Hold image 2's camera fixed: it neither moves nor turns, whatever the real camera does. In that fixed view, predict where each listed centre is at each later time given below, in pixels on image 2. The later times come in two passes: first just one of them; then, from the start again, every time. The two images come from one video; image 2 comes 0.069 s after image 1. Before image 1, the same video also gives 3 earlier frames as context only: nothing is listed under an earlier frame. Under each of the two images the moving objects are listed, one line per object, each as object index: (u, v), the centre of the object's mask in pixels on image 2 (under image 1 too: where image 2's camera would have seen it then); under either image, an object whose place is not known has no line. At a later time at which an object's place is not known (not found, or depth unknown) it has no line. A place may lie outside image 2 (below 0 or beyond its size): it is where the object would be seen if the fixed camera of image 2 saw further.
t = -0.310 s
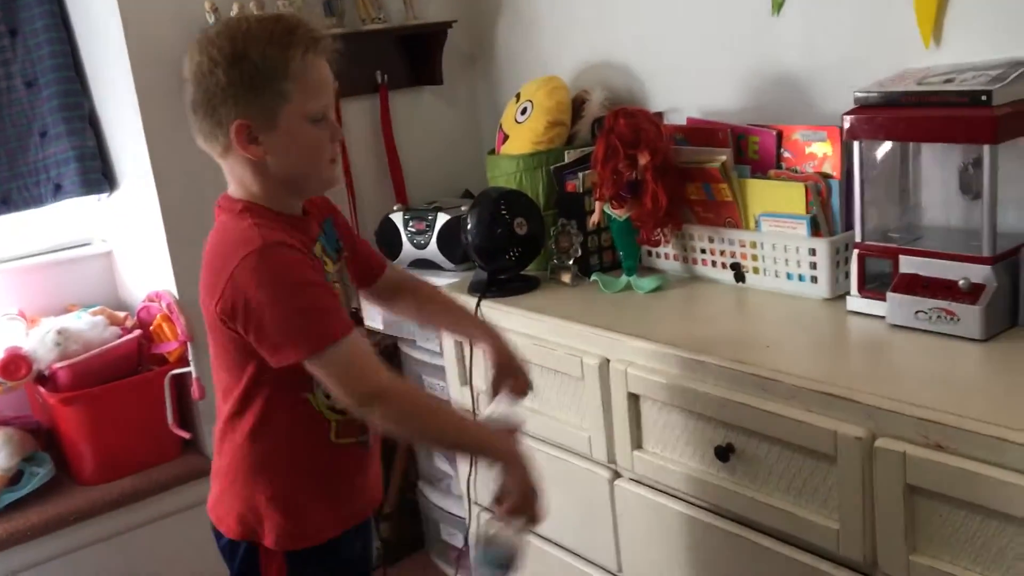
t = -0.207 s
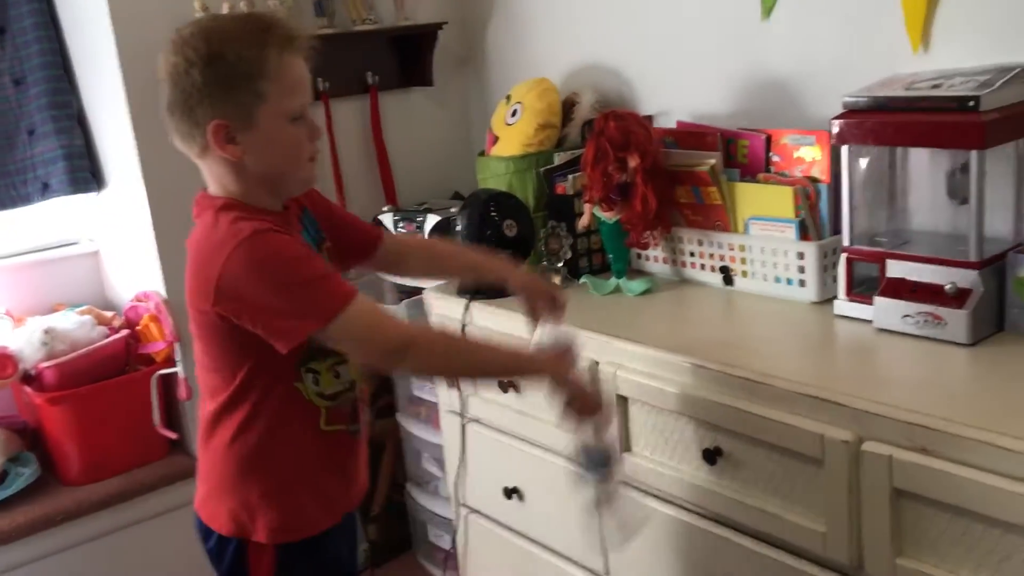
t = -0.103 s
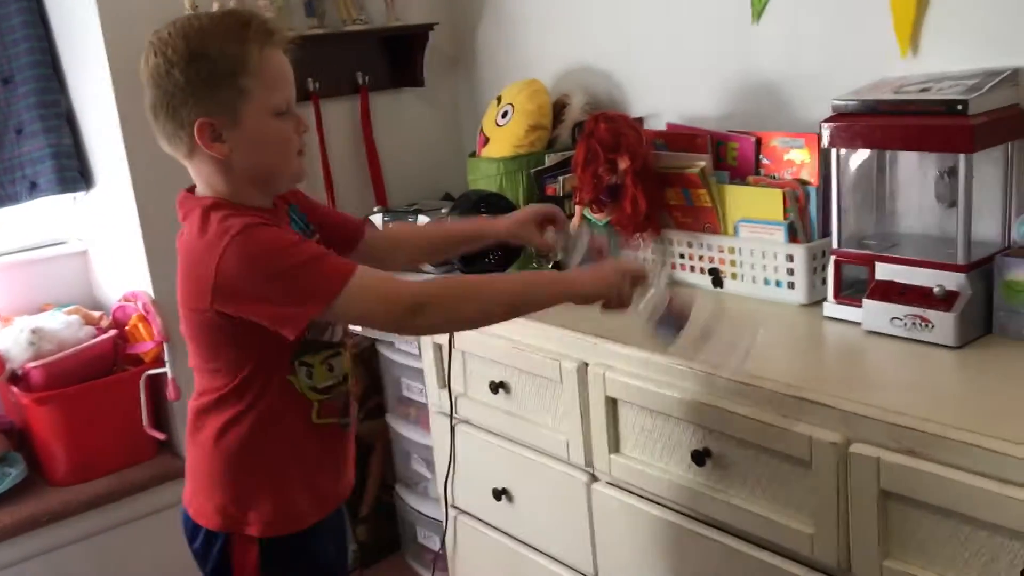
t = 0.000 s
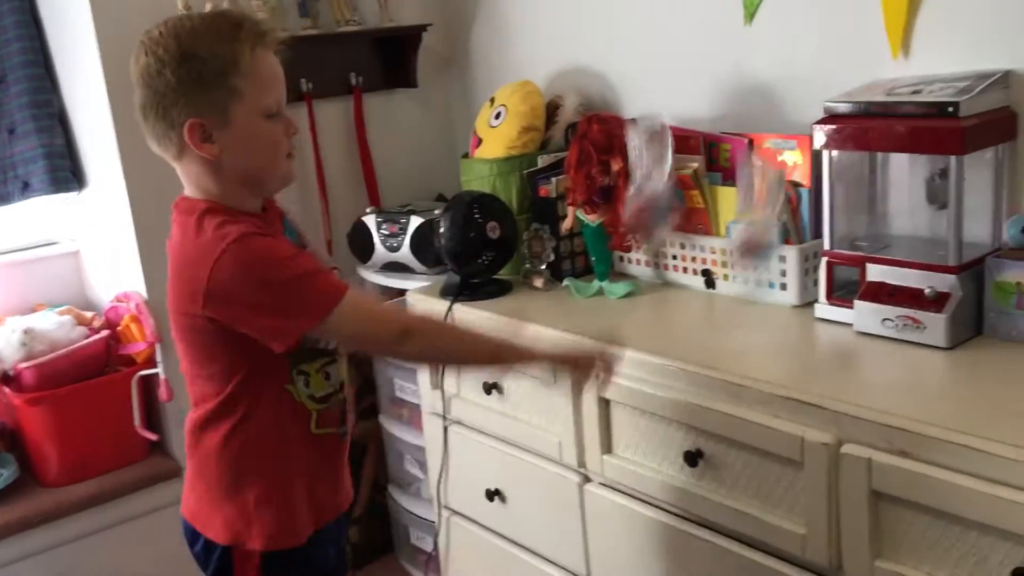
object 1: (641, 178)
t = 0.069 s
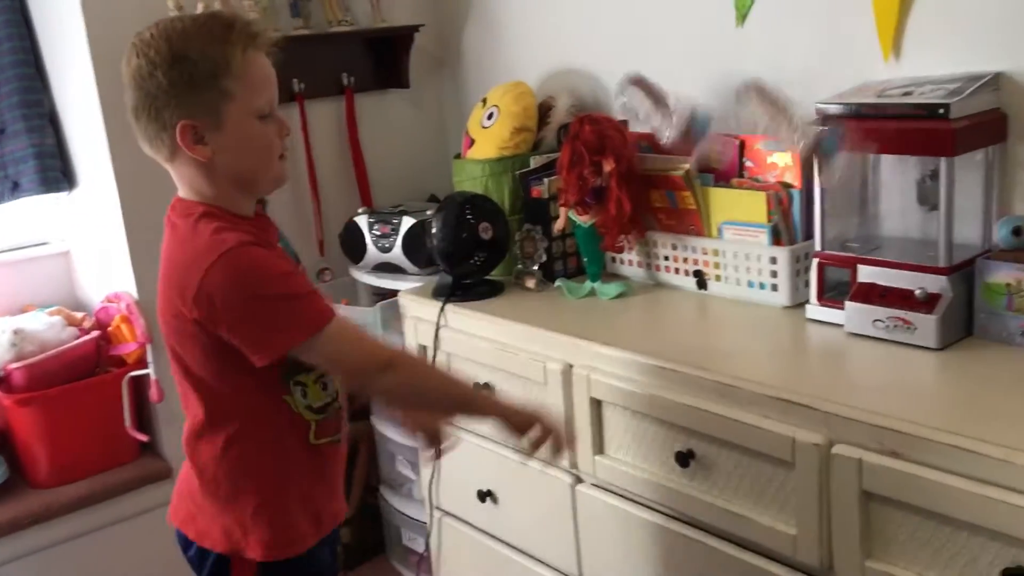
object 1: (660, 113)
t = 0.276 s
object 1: (701, 135)
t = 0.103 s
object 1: (666, 96)
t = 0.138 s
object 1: (671, 89)
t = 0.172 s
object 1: (684, 89)
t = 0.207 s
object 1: (694, 95)
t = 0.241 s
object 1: (698, 111)
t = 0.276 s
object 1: (701, 135)
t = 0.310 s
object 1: (698, 175)
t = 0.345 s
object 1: (707, 199)
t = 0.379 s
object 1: (721, 234)
